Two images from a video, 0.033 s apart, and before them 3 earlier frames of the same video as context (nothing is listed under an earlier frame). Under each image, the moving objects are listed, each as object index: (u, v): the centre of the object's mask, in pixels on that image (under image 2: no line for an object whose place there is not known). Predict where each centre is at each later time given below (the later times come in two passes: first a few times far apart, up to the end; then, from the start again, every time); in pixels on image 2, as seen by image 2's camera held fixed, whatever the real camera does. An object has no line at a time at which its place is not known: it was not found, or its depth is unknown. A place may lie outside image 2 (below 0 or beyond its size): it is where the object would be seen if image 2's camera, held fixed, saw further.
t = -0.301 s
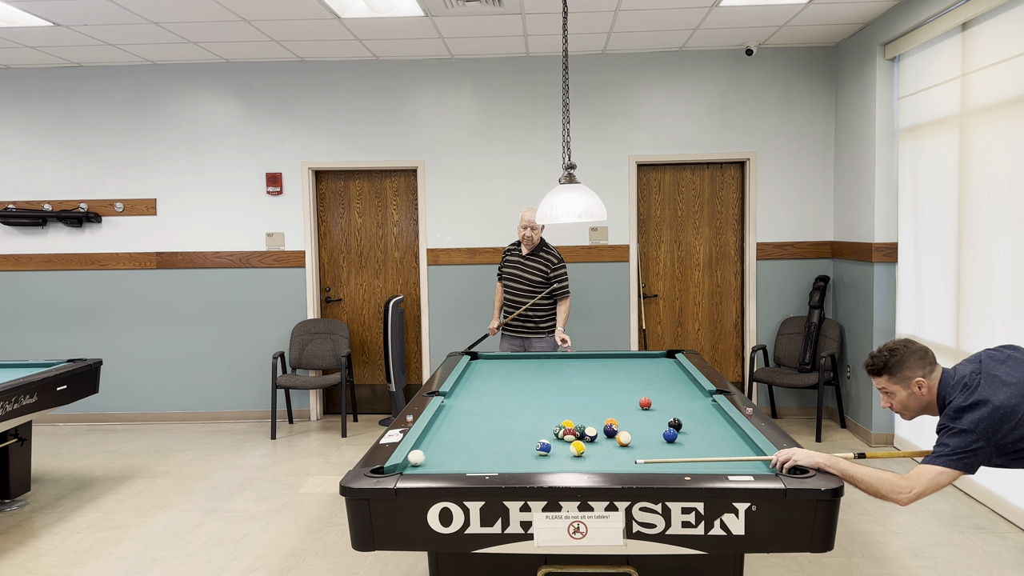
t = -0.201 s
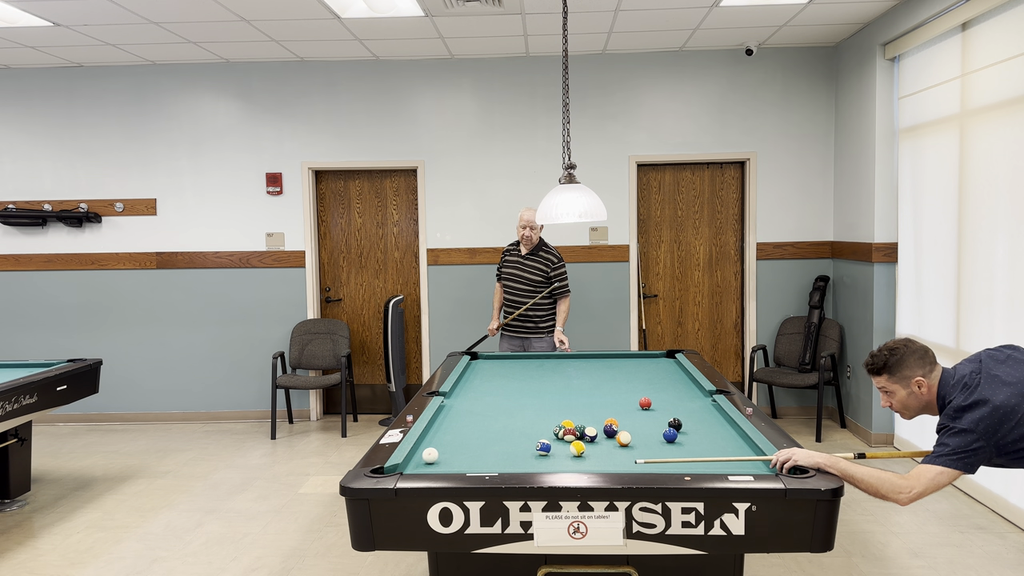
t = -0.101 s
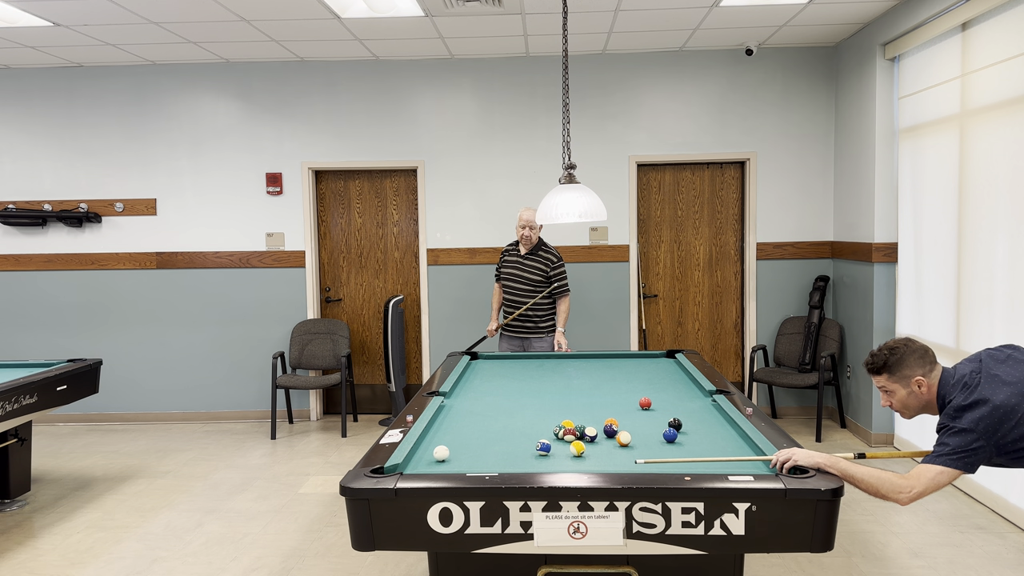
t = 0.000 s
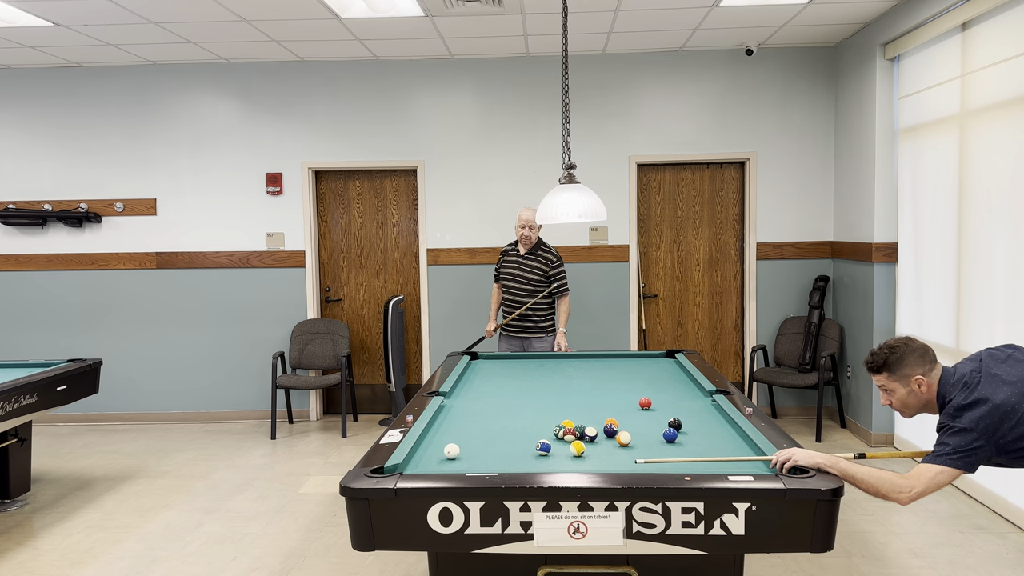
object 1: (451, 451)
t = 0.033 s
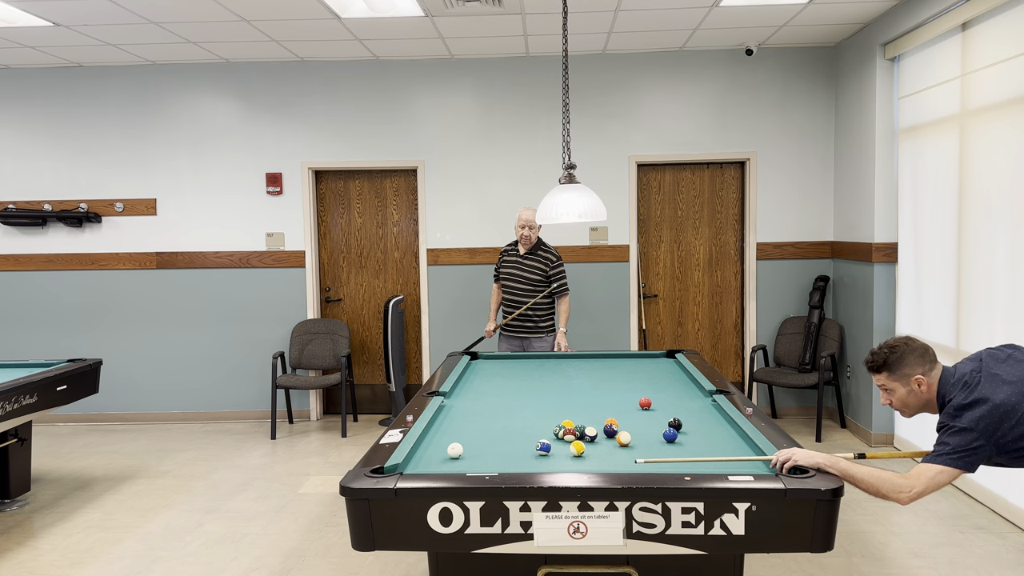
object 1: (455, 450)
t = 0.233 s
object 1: (475, 446)
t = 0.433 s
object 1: (493, 443)
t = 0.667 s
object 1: (513, 439)
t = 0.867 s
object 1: (528, 436)
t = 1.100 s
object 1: (545, 433)
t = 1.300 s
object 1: (548, 432)
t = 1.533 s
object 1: (549, 431)
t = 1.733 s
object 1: (549, 430)
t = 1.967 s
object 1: (547, 430)
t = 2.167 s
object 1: (548, 430)
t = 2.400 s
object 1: (548, 430)
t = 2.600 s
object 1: (548, 430)
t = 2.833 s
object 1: (548, 430)
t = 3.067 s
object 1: (548, 430)
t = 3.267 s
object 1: (548, 430)
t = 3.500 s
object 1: (548, 430)
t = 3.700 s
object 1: (548, 430)
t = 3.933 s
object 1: (548, 430)
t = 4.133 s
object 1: (548, 430)
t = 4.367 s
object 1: (548, 430)
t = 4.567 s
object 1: (548, 430)
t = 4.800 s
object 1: (548, 430)
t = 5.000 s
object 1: (548, 430)
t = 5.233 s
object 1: (548, 430)
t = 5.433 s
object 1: (548, 431)
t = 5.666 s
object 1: (548, 430)
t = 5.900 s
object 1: (548, 430)
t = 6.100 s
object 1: (548, 430)
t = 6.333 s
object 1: (548, 430)
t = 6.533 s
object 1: (548, 430)
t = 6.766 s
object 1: (548, 430)
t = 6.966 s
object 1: (548, 430)
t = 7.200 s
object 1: (548, 430)
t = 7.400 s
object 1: (548, 430)
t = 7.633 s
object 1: (548, 430)
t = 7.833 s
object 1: (548, 430)
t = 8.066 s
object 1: (548, 430)
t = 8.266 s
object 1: (548, 430)
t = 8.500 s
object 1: (548, 430)
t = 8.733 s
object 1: (548, 430)
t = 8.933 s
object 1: (548, 430)
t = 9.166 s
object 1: (548, 430)
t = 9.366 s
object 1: (548, 430)
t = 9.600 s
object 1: (548, 430)
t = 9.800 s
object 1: (547, 430)
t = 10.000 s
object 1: (547, 430)
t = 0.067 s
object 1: (458, 449)
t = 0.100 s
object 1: (462, 449)
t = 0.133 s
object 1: (465, 448)
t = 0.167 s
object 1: (468, 448)
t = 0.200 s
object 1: (471, 447)
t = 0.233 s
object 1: (475, 446)
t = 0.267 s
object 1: (478, 446)
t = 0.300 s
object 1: (481, 445)
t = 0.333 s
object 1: (484, 444)
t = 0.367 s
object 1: (487, 444)
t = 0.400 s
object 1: (490, 443)
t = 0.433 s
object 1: (493, 443)
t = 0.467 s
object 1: (496, 442)
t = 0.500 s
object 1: (499, 441)
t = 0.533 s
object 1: (502, 441)
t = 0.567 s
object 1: (504, 440)
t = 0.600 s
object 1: (507, 440)
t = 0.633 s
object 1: (510, 439)
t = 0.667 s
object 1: (513, 439)
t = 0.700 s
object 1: (515, 438)
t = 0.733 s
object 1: (518, 438)
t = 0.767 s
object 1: (521, 437)
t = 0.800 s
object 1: (523, 437)
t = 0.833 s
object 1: (526, 436)
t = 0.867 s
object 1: (528, 436)
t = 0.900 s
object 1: (531, 435)
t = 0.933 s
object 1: (533, 435)
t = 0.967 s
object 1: (536, 434)
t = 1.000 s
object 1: (538, 433)
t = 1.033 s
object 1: (540, 433)
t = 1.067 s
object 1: (543, 433)
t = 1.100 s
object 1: (545, 433)
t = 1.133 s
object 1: (547, 432)
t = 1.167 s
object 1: (547, 432)
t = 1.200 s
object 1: (547, 432)
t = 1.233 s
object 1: (547, 432)
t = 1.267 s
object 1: (548, 432)
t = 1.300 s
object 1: (548, 432)
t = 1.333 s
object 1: (548, 431)
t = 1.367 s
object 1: (548, 431)
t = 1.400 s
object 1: (548, 431)
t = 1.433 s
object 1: (548, 431)
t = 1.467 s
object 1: (548, 431)
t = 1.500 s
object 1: (548, 431)
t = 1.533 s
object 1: (549, 431)
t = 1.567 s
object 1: (549, 431)
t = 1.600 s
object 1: (549, 430)
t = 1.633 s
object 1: (549, 430)
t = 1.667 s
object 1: (549, 430)
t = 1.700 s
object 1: (549, 430)
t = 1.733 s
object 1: (549, 430)
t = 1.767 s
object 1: (548, 430)
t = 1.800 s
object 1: (548, 430)
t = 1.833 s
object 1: (548, 430)
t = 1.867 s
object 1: (548, 430)
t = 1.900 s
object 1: (548, 430)
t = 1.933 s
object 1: (547, 430)
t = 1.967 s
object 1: (547, 430)
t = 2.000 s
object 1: (547, 430)
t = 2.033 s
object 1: (547, 430)
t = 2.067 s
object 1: (548, 430)
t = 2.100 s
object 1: (548, 430)
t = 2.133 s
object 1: (548, 430)
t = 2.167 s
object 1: (548, 430)
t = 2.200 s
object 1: (548, 430)
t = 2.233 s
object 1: (548, 430)
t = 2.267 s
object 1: (548, 430)
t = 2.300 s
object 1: (548, 430)
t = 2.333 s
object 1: (548, 430)
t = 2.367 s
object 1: (548, 430)
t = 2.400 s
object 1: (548, 430)
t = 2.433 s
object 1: (548, 430)
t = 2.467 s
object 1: (548, 430)
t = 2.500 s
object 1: (548, 430)
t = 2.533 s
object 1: (548, 430)
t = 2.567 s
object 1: (548, 430)
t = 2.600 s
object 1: (548, 430)
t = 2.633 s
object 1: (548, 430)
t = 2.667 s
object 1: (548, 430)
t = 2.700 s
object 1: (548, 430)
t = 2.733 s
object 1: (548, 430)
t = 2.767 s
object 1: (548, 430)
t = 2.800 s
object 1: (548, 430)
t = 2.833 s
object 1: (548, 430)
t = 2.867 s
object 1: (548, 430)
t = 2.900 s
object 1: (548, 430)
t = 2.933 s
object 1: (548, 430)
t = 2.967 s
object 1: (548, 430)
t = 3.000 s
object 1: (548, 430)
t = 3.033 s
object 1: (548, 430)
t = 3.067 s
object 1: (548, 430)
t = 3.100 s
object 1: (548, 430)
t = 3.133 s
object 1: (548, 430)
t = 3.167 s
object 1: (548, 430)
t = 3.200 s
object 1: (548, 430)
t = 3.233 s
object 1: (548, 430)
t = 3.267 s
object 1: (548, 430)
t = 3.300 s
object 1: (548, 430)
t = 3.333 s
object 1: (548, 430)
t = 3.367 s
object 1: (548, 430)
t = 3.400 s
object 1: (548, 430)
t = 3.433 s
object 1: (548, 430)
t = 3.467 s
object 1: (548, 430)
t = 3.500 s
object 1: (548, 430)
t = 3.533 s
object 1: (548, 430)
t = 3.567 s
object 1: (548, 430)
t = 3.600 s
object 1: (548, 430)
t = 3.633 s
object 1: (548, 430)
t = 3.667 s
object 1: (548, 430)
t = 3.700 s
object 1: (548, 430)
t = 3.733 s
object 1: (548, 430)
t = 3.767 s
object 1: (548, 430)
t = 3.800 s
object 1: (548, 430)
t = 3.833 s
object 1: (548, 430)
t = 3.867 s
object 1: (548, 430)
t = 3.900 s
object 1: (548, 430)
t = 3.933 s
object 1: (548, 430)
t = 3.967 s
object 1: (548, 430)
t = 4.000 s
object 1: (548, 430)
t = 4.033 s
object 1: (548, 430)
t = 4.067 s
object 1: (548, 430)
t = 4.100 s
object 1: (548, 430)
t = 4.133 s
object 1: (548, 430)
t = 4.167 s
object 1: (548, 430)
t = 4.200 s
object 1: (548, 430)
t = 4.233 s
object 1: (548, 430)
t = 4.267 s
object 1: (548, 430)
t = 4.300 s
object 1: (548, 430)
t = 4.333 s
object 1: (548, 430)
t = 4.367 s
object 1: (548, 430)
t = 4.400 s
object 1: (548, 430)
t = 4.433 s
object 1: (548, 430)
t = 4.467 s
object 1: (548, 430)
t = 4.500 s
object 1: (548, 430)
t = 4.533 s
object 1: (548, 430)
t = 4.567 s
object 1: (548, 430)
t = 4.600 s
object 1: (548, 430)
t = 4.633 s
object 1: (548, 430)
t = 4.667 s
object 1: (548, 430)
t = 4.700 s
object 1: (548, 430)
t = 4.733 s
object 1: (548, 430)
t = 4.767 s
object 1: (548, 430)
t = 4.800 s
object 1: (548, 430)
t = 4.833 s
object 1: (548, 430)
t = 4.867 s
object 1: (548, 431)
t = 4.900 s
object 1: (548, 430)
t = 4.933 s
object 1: (548, 430)
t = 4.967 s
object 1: (548, 431)
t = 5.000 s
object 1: (548, 430)
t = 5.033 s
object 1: (548, 430)
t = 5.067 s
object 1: (548, 430)
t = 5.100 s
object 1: (548, 430)
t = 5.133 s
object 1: (548, 430)
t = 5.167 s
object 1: (548, 430)
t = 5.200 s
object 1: (548, 430)
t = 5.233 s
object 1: (548, 430)
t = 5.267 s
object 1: (548, 430)
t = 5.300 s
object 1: (548, 430)
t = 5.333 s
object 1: (548, 430)
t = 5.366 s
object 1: (548, 430)
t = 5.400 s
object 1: (548, 430)
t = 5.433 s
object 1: (548, 431)
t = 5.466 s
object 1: (548, 431)
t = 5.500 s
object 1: (548, 430)
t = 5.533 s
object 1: (548, 430)
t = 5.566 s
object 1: (548, 430)
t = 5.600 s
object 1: (548, 430)
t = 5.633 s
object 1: (548, 430)
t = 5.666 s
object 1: (548, 430)
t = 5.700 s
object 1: (548, 430)
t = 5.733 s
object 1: (548, 430)
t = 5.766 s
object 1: (548, 430)
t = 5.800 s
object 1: (548, 430)
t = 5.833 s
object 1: (548, 431)
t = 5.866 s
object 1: (548, 431)
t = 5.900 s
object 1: (548, 430)
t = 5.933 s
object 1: (548, 430)
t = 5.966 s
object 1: (548, 430)
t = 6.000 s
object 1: (548, 430)
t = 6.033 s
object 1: (548, 430)
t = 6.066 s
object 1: (548, 430)
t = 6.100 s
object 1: (548, 430)
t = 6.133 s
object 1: (548, 430)
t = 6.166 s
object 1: (548, 430)
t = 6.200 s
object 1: (548, 430)
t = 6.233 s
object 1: (548, 430)
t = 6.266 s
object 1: (548, 430)
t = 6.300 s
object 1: (548, 430)
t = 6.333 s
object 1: (548, 430)
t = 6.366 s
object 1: (548, 430)
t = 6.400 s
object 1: (548, 430)
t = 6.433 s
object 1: (548, 430)
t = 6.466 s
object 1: (548, 430)
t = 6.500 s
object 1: (548, 430)
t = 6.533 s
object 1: (548, 430)
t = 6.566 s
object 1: (548, 430)
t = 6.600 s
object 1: (548, 430)
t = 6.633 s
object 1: (548, 430)
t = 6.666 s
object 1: (548, 430)
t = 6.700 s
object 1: (548, 430)
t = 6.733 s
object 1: (548, 430)
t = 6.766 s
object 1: (548, 430)
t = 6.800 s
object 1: (548, 430)
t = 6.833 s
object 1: (548, 430)
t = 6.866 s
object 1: (548, 430)
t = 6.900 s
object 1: (548, 430)
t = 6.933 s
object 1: (548, 430)
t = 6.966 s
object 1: (548, 430)
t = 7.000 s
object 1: (548, 430)
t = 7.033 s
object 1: (548, 430)
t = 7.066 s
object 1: (548, 430)
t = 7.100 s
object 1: (548, 430)
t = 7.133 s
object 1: (548, 430)
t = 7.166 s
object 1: (548, 430)
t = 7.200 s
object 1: (548, 430)
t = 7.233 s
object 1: (548, 430)
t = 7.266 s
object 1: (548, 430)
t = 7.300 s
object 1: (548, 430)
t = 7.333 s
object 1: (548, 430)
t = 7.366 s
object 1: (548, 430)
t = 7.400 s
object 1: (548, 430)
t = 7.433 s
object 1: (548, 430)
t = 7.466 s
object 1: (548, 430)
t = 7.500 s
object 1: (548, 430)
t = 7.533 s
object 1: (548, 430)
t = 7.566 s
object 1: (548, 430)
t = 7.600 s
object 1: (548, 430)
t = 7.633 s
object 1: (548, 430)
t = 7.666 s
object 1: (548, 430)
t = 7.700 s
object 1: (548, 430)
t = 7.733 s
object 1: (548, 430)
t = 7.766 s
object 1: (548, 430)
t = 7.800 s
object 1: (548, 430)
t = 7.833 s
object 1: (548, 430)
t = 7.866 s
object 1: (548, 430)
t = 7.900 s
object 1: (548, 430)
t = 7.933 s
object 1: (548, 430)
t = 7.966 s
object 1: (548, 430)
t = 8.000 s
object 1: (548, 430)
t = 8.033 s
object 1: (548, 430)
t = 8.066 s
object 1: (548, 430)
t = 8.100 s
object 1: (548, 430)
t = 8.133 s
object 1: (548, 430)
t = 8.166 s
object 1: (548, 430)
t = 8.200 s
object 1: (548, 430)
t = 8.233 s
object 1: (548, 430)
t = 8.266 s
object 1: (548, 430)
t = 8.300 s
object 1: (548, 430)
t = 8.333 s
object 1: (548, 430)
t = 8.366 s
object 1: (548, 430)
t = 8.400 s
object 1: (548, 430)
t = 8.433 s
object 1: (548, 430)
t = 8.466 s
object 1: (548, 430)
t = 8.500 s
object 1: (548, 430)
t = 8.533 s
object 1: (548, 430)
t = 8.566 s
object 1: (548, 430)
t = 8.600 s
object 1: (548, 430)
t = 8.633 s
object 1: (548, 430)
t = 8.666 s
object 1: (548, 430)
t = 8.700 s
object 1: (548, 430)
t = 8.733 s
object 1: (548, 430)
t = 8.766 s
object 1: (548, 430)
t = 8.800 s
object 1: (548, 430)
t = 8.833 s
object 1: (548, 430)
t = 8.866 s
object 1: (548, 430)
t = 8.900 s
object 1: (548, 430)
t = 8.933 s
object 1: (548, 430)
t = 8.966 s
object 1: (548, 430)
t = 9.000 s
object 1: (548, 430)
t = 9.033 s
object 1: (548, 430)
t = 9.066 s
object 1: (548, 430)
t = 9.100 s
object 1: (548, 430)
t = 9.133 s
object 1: (548, 430)
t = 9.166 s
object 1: (548, 430)
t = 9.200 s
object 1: (548, 430)
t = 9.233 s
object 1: (548, 430)
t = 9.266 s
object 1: (548, 430)
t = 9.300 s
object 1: (548, 430)
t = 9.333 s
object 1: (548, 430)
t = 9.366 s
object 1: (548, 430)
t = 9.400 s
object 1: (548, 430)
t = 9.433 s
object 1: (547, 430)
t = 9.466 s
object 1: (548, 430)
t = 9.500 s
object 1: (548, 430)
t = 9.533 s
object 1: (548, 430)
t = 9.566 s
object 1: (548, 430)
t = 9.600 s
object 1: (548, 430)
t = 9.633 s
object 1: (548, 430)
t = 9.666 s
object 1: (548, 430)
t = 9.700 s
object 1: (548, 430)
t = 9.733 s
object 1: (547, 430)
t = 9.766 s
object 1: (547, 430)
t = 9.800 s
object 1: (547, 430)
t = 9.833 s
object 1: (548, 430)
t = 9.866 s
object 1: (547, 430)
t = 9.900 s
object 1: (547, 430)
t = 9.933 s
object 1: (547, 430)
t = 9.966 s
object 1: (547, 430)
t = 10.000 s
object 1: (547, 430)
